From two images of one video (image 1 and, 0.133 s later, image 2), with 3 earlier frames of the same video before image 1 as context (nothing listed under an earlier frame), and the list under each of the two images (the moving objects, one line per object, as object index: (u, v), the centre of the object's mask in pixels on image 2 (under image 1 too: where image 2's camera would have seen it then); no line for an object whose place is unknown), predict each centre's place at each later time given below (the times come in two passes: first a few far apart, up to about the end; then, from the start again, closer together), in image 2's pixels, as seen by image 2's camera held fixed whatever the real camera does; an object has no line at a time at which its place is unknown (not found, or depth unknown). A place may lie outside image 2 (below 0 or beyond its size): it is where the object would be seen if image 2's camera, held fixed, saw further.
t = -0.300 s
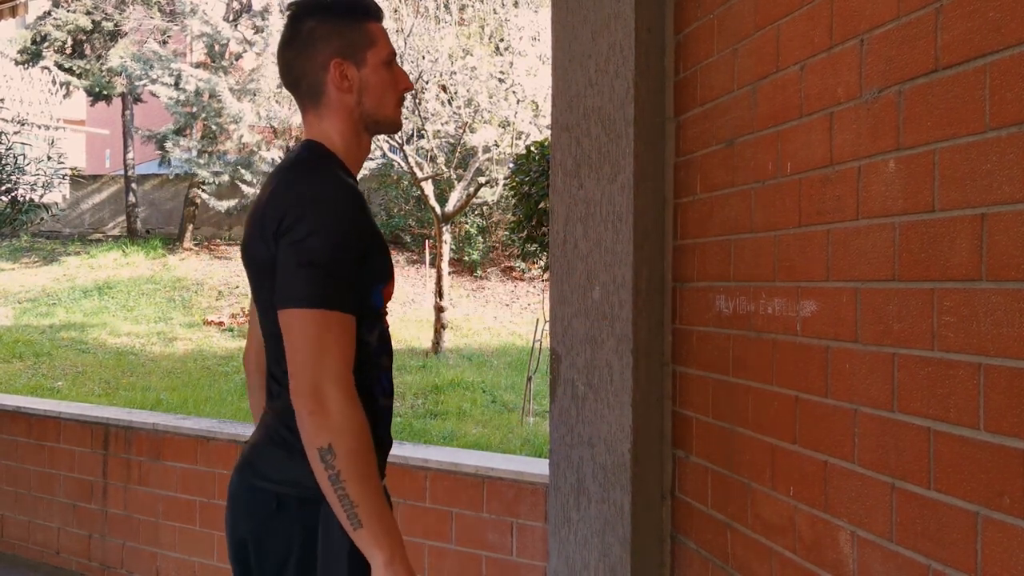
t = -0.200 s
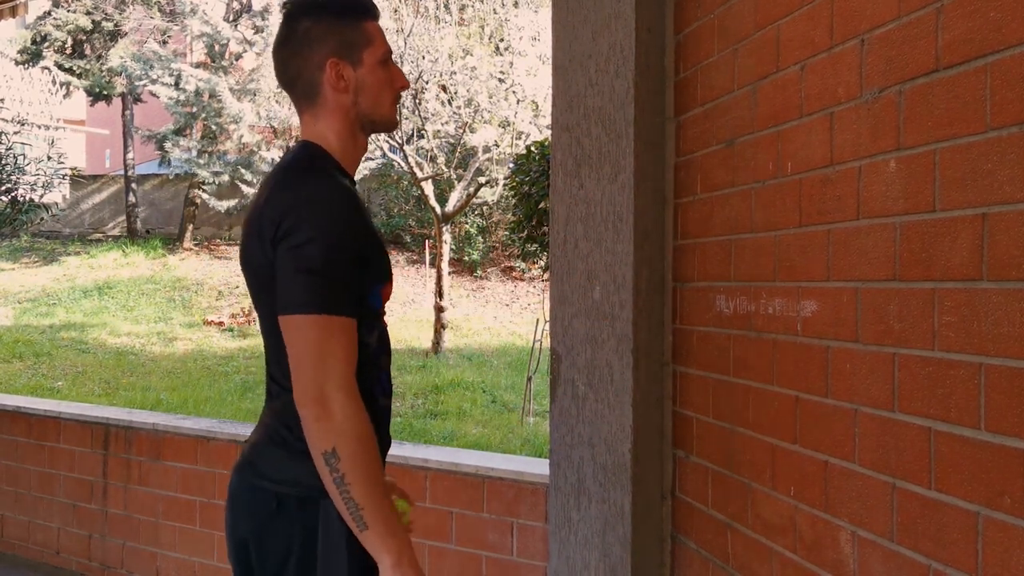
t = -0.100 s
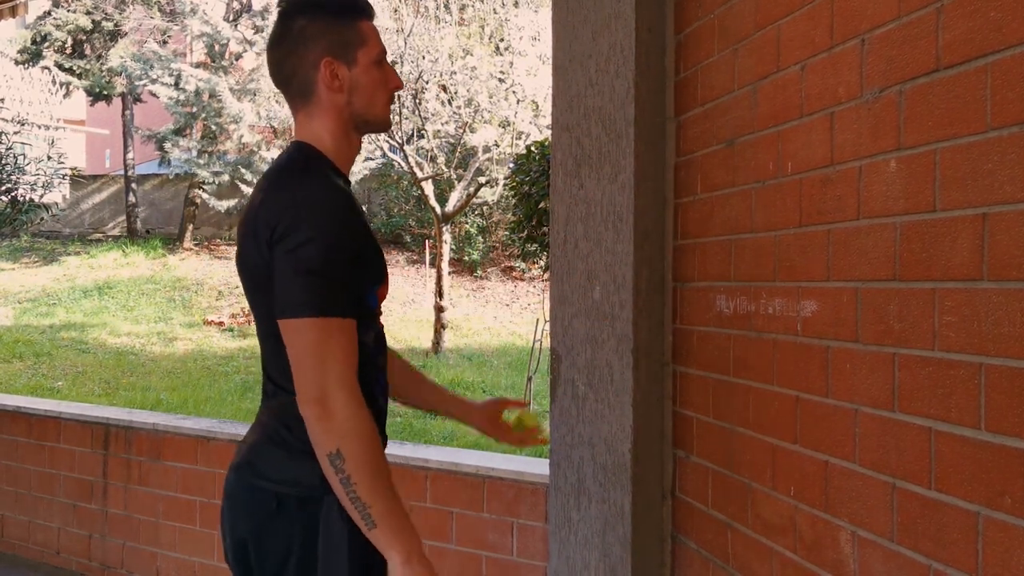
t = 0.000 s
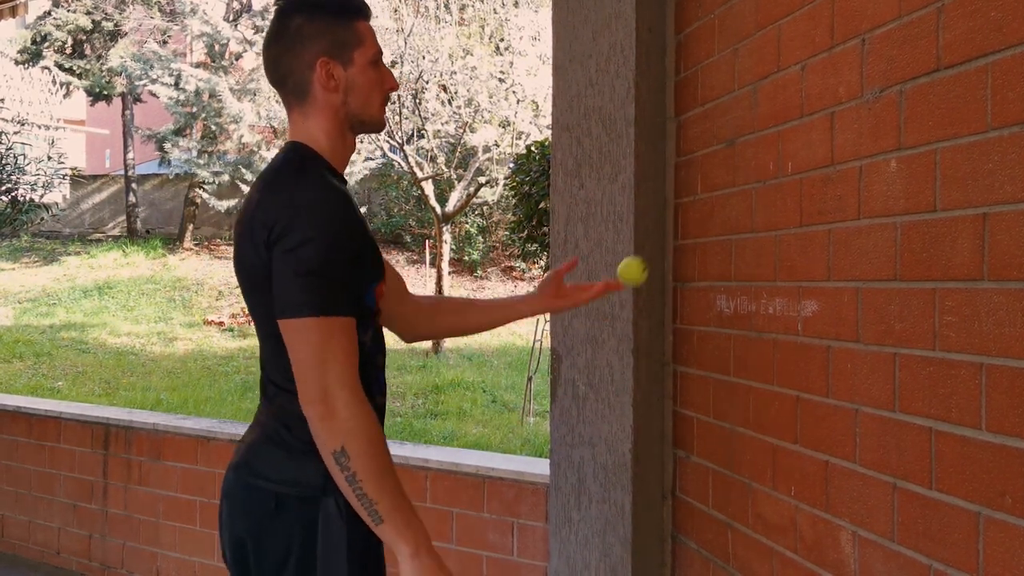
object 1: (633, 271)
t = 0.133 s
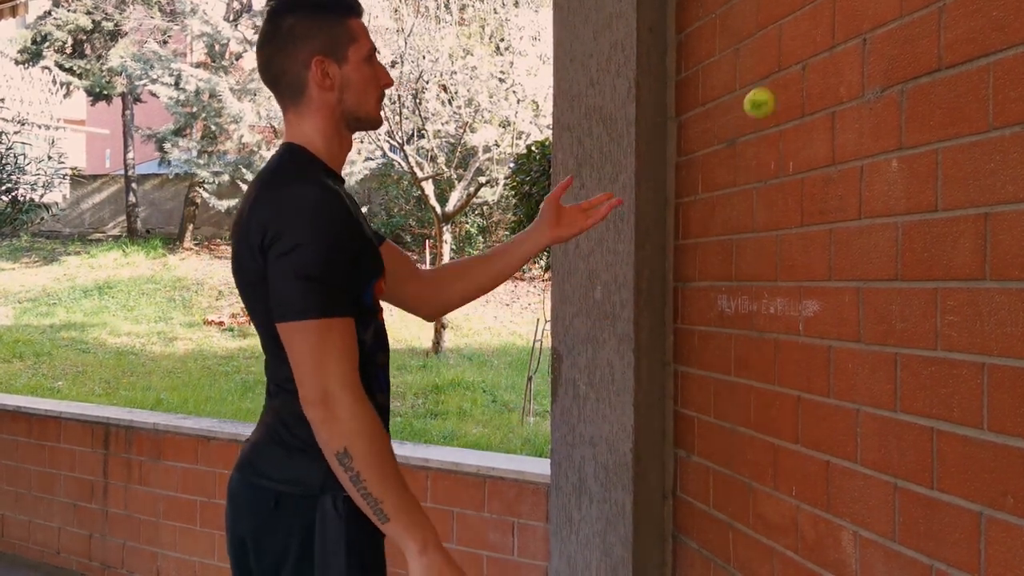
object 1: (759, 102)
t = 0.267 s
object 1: (795, 17)
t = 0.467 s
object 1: (641, 53)
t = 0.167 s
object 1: (791, 72)
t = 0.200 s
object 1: (822, 47)
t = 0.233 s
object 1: (819, 29)
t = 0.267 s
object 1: (795, 17)
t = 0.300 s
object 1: (770, 11)
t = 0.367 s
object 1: (720, 13)
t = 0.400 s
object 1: (694, 21)
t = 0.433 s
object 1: (668, 34)
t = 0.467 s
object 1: (641, 53)
